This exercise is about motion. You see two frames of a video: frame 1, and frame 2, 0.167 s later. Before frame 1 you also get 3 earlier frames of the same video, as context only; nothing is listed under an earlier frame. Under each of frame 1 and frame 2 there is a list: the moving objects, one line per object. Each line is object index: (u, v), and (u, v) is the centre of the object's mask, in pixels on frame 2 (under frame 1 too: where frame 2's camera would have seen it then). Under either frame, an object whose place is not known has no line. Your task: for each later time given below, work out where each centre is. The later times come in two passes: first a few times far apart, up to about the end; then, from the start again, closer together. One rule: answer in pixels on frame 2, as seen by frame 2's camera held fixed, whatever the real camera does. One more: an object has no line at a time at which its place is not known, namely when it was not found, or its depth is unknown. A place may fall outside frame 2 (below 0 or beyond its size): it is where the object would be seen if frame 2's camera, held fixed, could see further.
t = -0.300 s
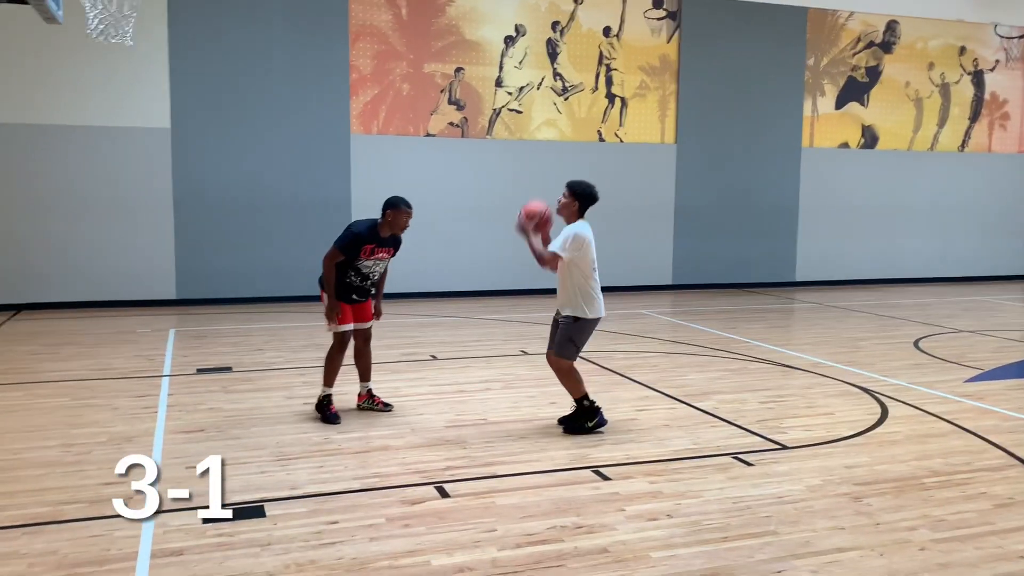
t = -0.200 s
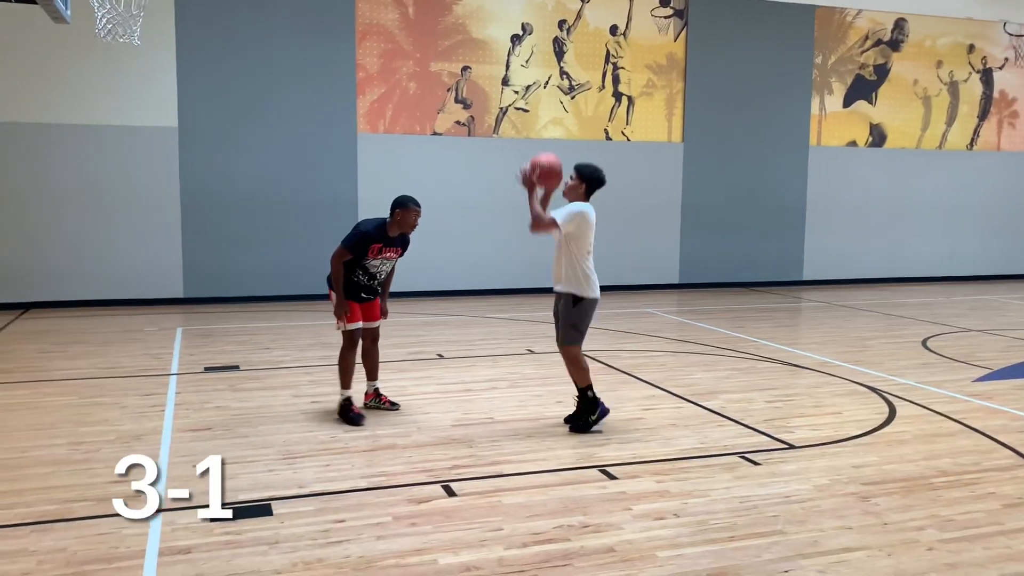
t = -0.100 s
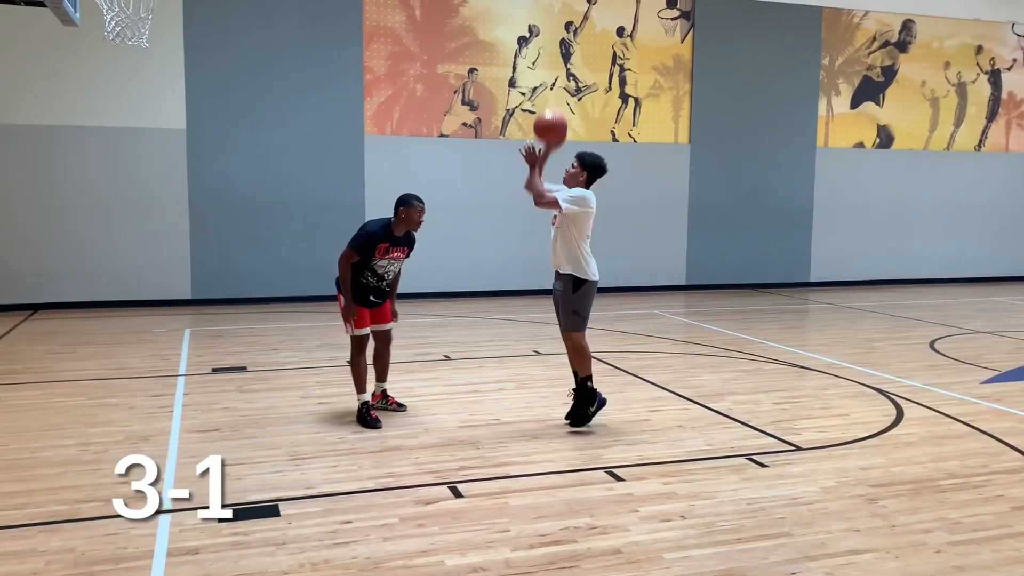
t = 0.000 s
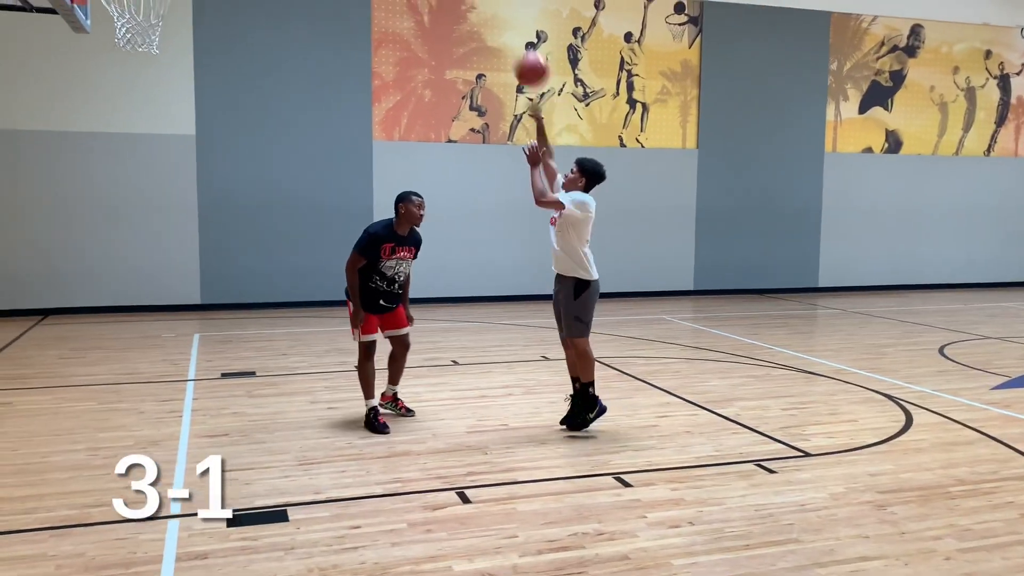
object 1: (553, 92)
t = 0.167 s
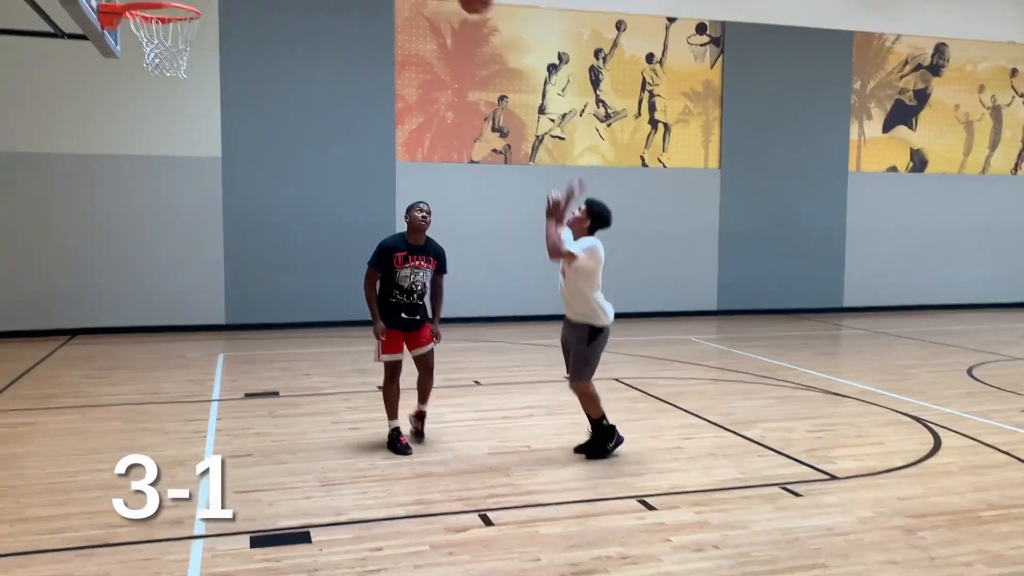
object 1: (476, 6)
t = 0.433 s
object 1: (348, -74)
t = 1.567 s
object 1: (62, 420)
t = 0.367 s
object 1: (381, -55)
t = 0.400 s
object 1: (365, -64)
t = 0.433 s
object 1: (348, -74)
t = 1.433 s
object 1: (71, 302)
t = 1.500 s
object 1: (66, 356)
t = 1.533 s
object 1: (63, 388)
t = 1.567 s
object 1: (62, 420)
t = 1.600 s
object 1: (65, 428)
